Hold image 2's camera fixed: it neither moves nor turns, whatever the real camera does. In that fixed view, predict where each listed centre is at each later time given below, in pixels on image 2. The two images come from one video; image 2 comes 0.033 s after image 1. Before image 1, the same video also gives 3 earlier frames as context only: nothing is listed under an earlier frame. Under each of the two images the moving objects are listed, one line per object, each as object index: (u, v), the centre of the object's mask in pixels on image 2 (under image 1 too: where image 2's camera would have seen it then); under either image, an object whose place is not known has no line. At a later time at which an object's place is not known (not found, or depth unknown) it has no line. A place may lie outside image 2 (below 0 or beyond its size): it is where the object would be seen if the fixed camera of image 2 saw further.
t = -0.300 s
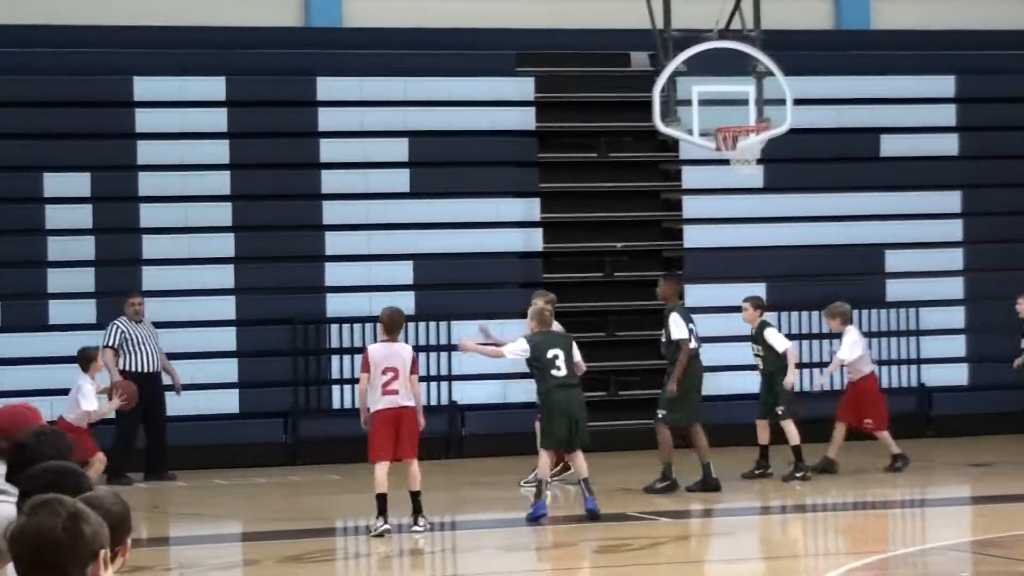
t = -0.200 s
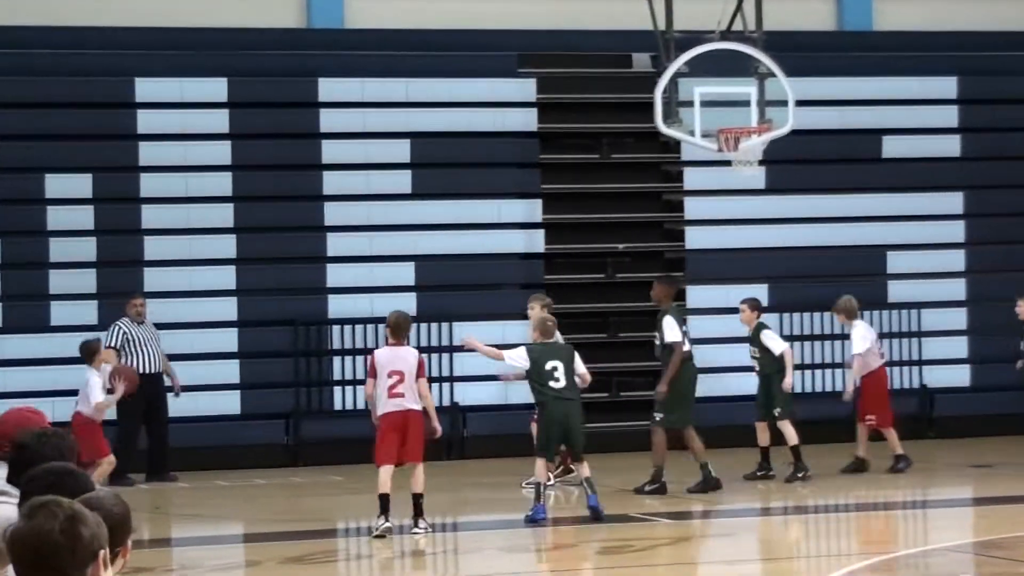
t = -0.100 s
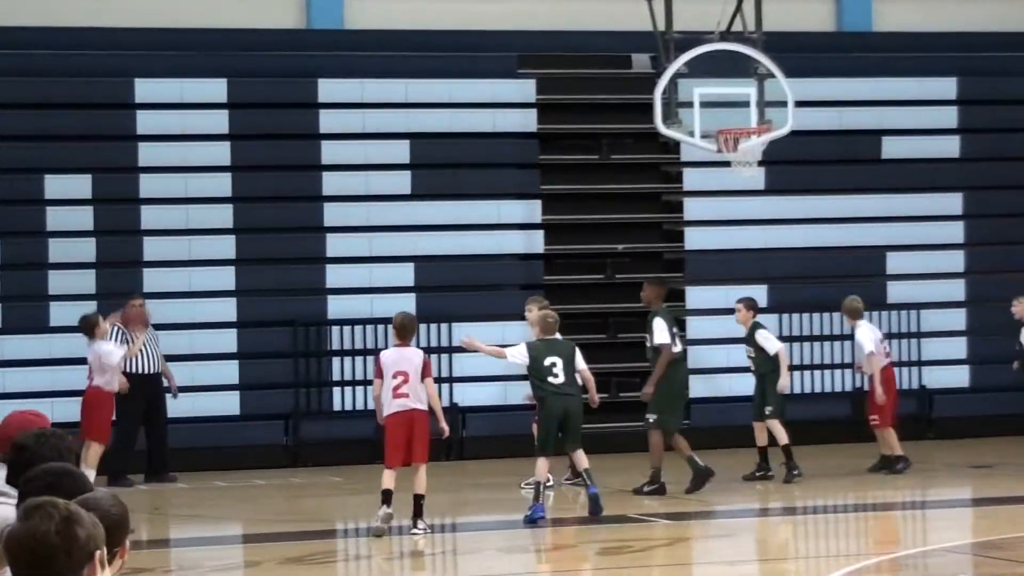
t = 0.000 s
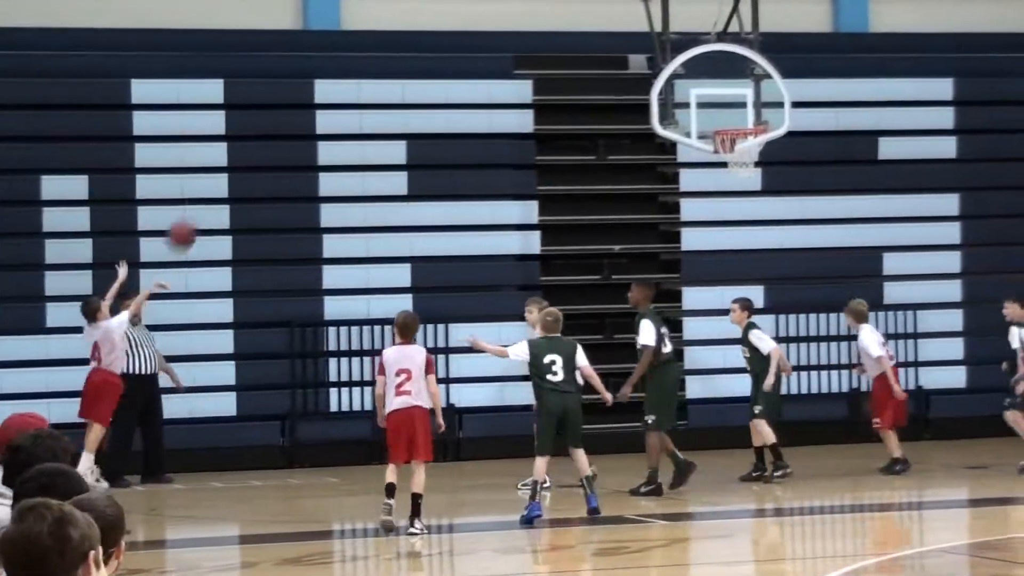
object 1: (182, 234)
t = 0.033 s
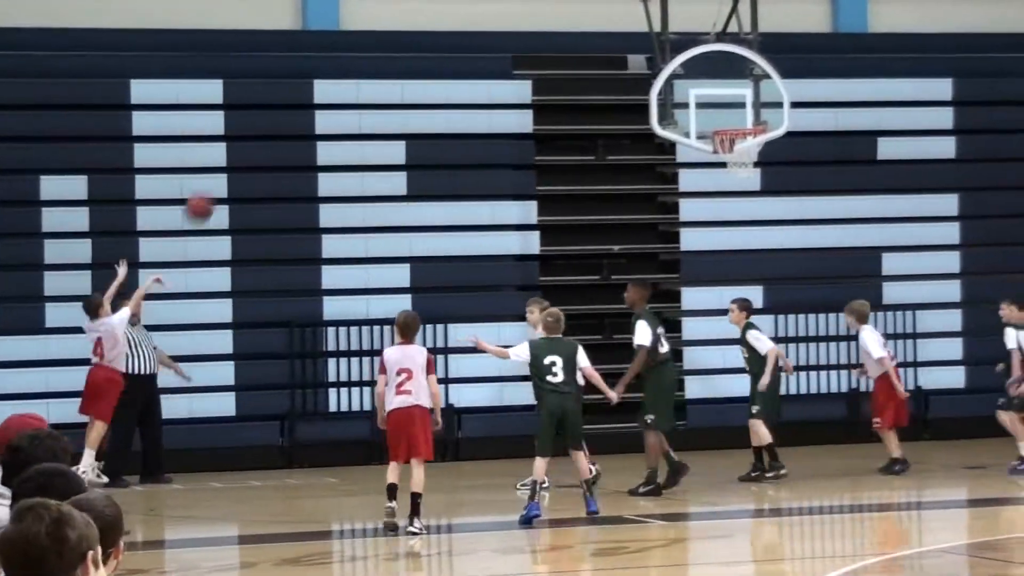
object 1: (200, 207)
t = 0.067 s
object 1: (218, 182)
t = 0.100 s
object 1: (236, 156)
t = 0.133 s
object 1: (254, 133)
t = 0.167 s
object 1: (272, 112)
